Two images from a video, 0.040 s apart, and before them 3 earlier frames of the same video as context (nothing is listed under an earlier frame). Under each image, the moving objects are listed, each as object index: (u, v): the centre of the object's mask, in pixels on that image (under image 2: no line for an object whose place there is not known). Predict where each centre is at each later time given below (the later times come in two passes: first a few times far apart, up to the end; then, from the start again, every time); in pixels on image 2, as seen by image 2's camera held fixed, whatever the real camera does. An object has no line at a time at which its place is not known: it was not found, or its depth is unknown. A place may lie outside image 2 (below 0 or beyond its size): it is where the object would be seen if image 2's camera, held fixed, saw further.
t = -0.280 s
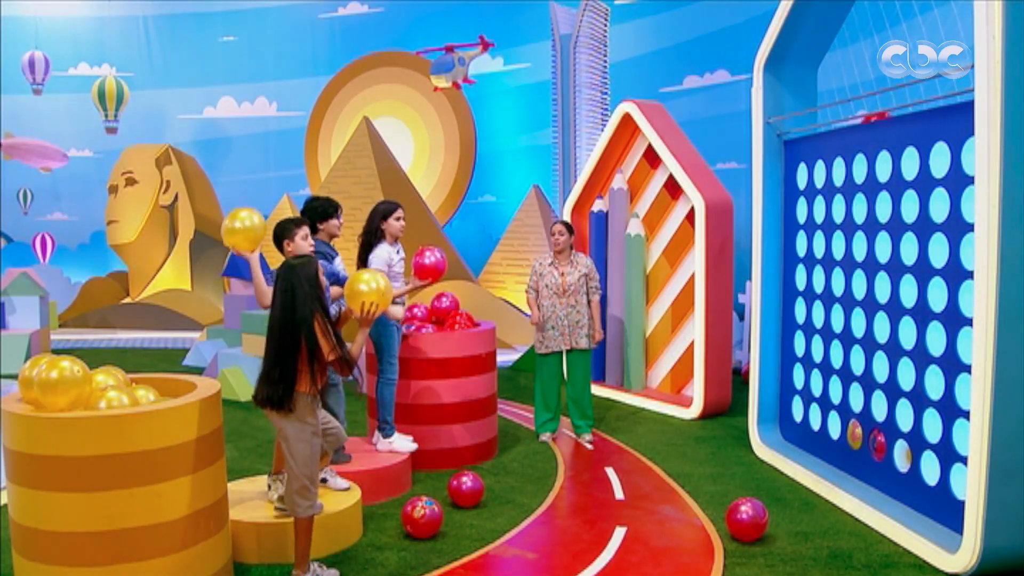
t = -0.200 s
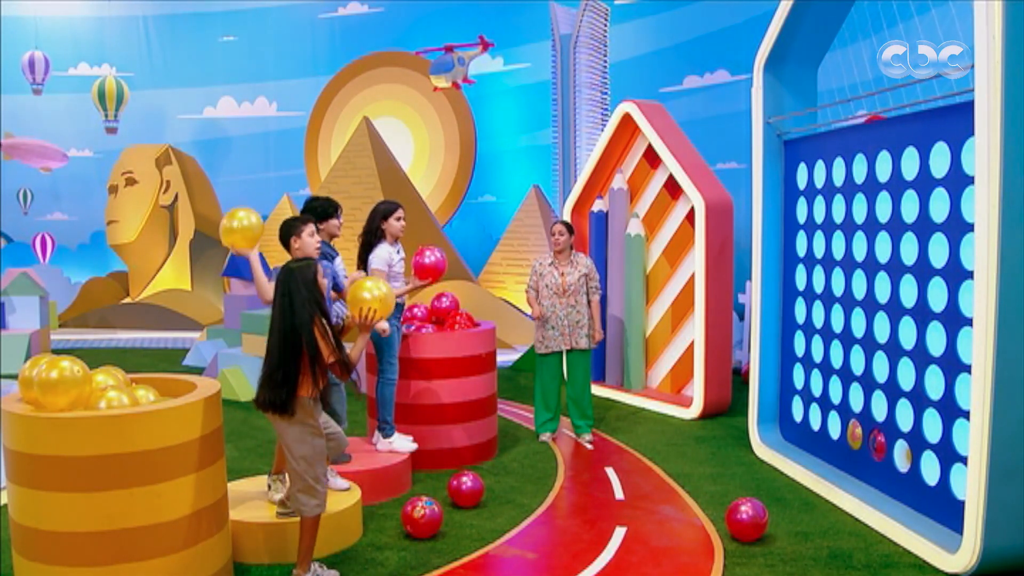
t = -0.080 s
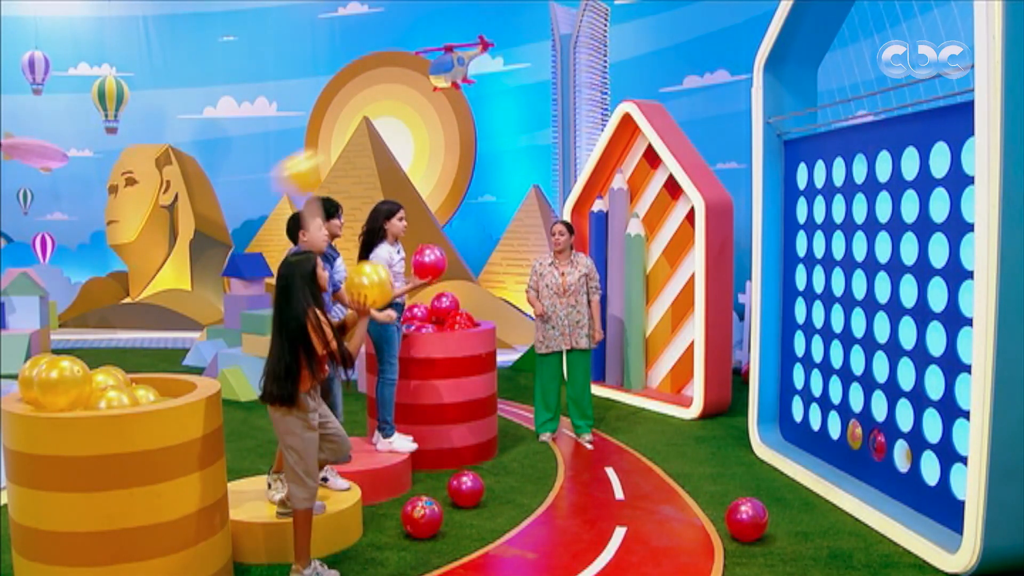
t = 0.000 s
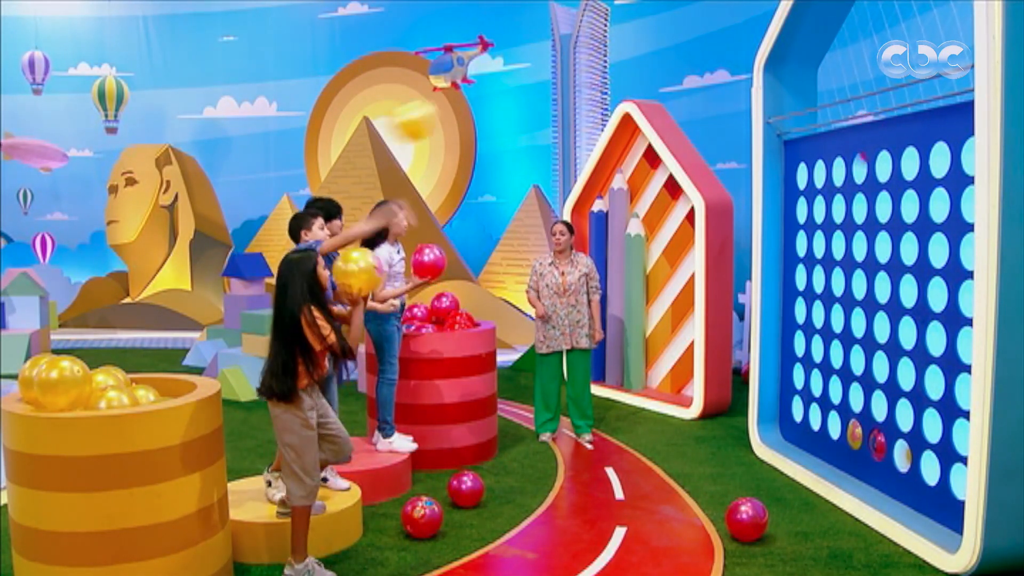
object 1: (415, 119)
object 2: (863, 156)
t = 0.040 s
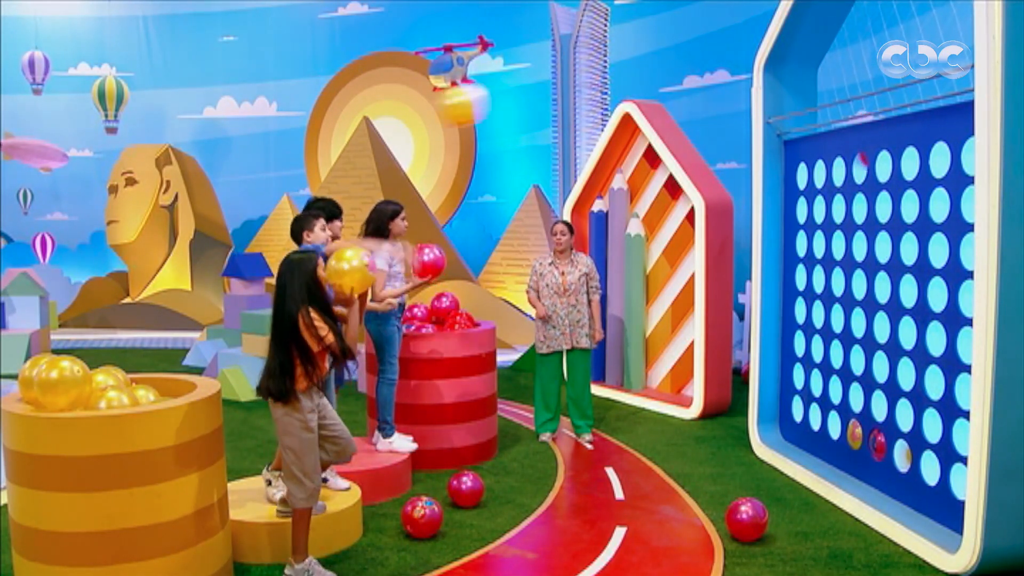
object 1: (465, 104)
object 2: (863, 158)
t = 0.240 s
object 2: (862, 175)
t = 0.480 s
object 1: (788, 169)
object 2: (863, 199)
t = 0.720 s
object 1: (665, 289)
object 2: (863, 213)
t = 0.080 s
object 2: (863, 161)
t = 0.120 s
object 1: (555, 91)
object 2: (862, 165)
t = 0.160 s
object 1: (599, 90)
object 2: (861, 172)
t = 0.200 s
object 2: (863, 174)
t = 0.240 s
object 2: (862, 175)
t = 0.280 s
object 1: (700, 105)
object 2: (863, 176)
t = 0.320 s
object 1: (727, 114)
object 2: (862, 177)
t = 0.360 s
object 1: (755, 125)
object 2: (863, 178)
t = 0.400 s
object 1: (782, 140)
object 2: (862, 179)
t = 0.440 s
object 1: (804, 154)
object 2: (863, 197)
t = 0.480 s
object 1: (788, 169)
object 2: (863, 199)
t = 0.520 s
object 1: (769, 184)
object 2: (862, 201)
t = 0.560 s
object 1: (746, 202)
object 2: (862, 205)
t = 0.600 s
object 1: (725, 222)
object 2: (861, 211)
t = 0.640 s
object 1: (708, 242)
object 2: (864, 211)
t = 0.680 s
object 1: (685, 265)
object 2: (862, 213)
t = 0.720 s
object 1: (665, 289)
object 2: (863, 213)
